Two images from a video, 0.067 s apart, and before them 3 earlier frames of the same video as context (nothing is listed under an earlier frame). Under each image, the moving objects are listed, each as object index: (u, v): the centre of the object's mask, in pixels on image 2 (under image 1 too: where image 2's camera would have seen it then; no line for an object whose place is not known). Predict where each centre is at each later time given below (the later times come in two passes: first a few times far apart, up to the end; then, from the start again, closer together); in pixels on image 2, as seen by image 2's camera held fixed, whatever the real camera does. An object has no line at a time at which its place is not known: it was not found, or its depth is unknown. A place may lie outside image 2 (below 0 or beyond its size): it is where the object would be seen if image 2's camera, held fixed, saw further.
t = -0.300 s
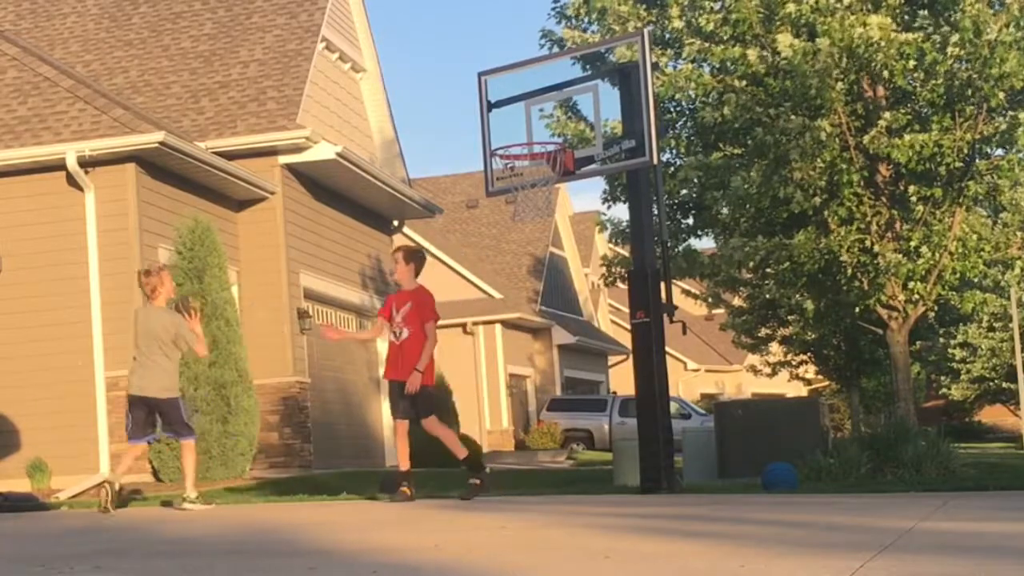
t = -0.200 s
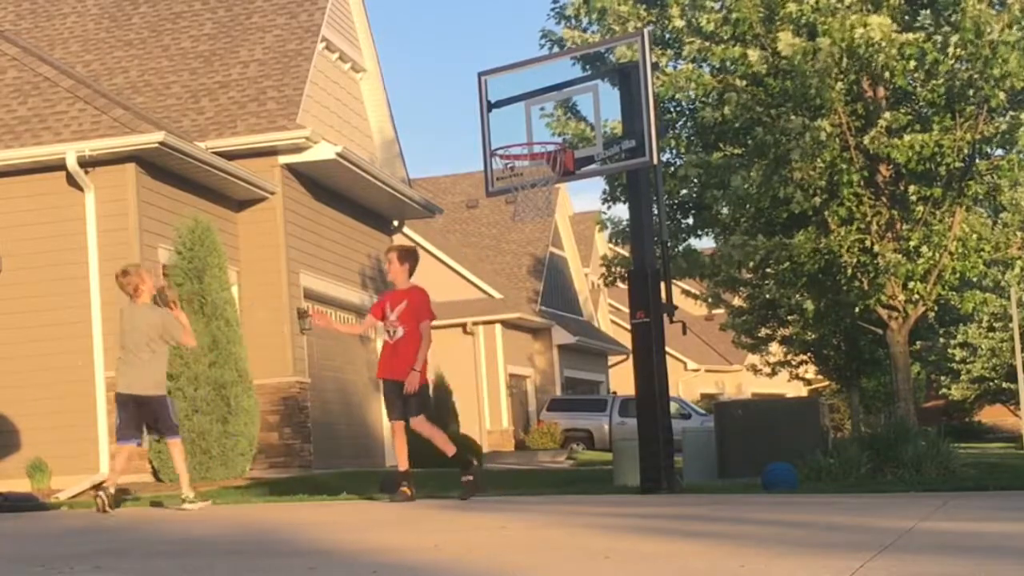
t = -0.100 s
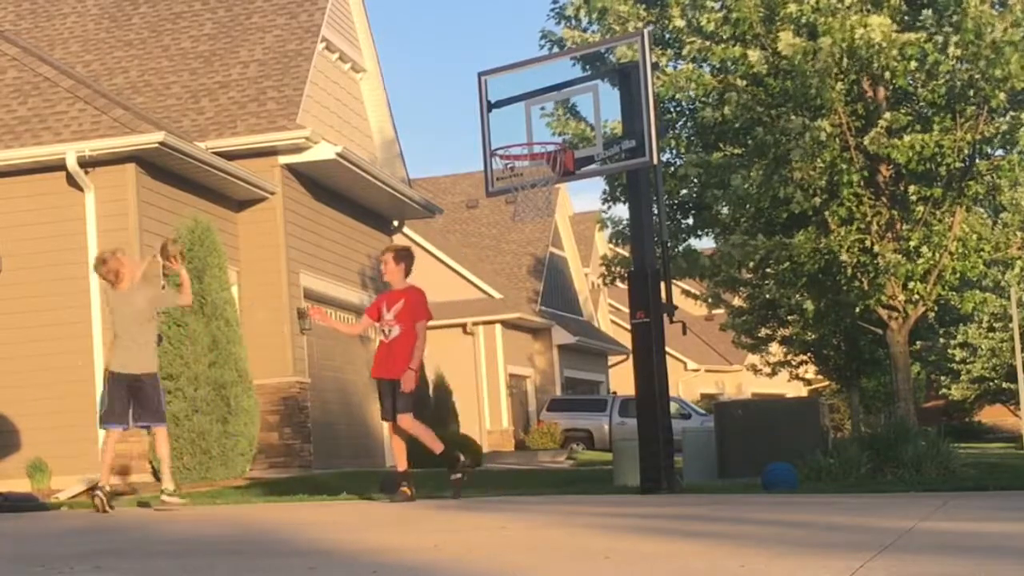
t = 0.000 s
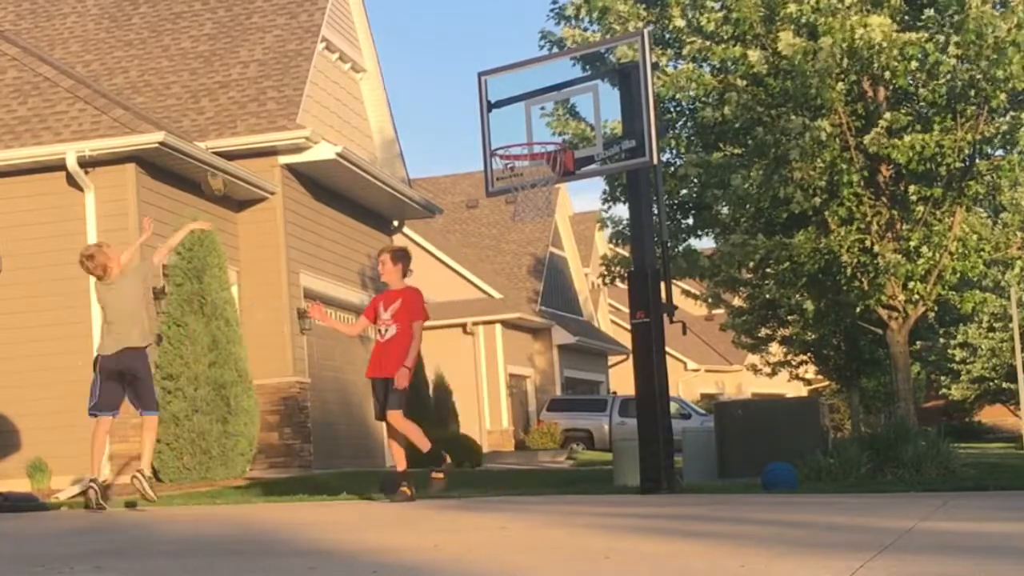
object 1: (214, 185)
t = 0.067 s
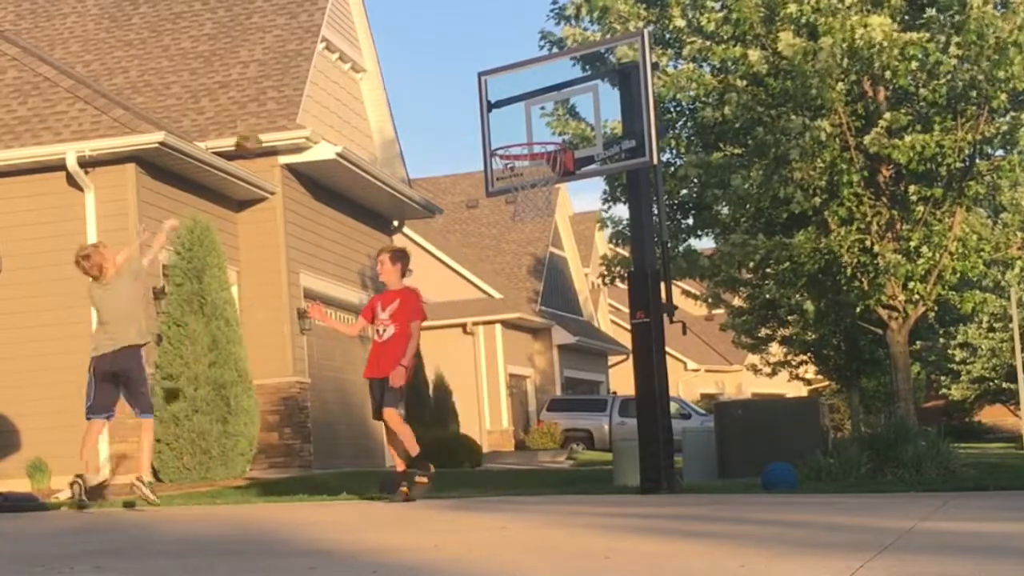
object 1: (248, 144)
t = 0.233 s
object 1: (332, 82)
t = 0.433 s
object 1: (432, 62)
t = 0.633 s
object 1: (532, 101)
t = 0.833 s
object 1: (515, 165)
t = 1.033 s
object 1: (515, 175)
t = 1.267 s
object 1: (534, 204)
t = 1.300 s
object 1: (535, 210)
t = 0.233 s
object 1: (332, 82)
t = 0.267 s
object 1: (349, 75)
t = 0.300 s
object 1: (365, 69)
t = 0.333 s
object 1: (382, 64)
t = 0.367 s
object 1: (398, 62)
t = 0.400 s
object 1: (415, 62)
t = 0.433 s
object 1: (432, 62)
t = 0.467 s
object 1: (448, 65)
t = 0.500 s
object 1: (465, 68)
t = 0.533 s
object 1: (482, 75)
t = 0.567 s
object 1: (498, 82)
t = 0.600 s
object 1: (514, 90)
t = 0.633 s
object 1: (532, 101)
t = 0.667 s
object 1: (530, 108)
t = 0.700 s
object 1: (527, 115)
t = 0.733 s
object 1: (524, 126)
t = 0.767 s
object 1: (521, 137)
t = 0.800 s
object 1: (518, 150)
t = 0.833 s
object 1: (515, 165)
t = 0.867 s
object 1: (514, 174)
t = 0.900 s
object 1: (514, 175)
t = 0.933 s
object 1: (513, 174)
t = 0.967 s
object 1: (514, 175)
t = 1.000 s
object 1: (515, 175)
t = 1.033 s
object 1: (515, 175)
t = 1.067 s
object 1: (517, 177)
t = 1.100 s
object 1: (520, 181)
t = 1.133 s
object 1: (522, 186)
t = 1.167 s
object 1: (525, 191)
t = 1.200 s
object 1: (528, 195)
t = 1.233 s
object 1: (531, 199)
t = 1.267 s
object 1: (534, 204)
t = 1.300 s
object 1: (535, 210)
